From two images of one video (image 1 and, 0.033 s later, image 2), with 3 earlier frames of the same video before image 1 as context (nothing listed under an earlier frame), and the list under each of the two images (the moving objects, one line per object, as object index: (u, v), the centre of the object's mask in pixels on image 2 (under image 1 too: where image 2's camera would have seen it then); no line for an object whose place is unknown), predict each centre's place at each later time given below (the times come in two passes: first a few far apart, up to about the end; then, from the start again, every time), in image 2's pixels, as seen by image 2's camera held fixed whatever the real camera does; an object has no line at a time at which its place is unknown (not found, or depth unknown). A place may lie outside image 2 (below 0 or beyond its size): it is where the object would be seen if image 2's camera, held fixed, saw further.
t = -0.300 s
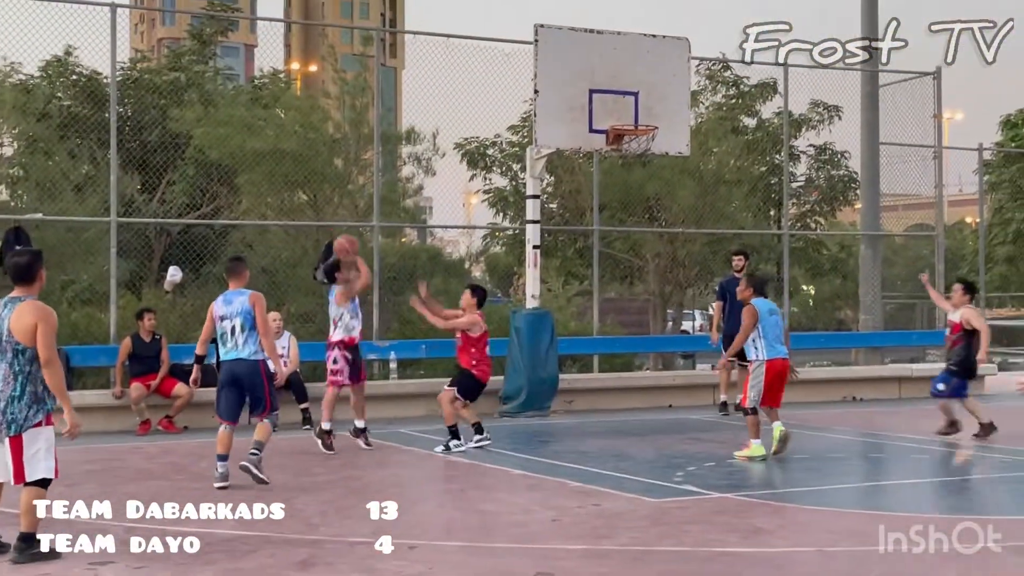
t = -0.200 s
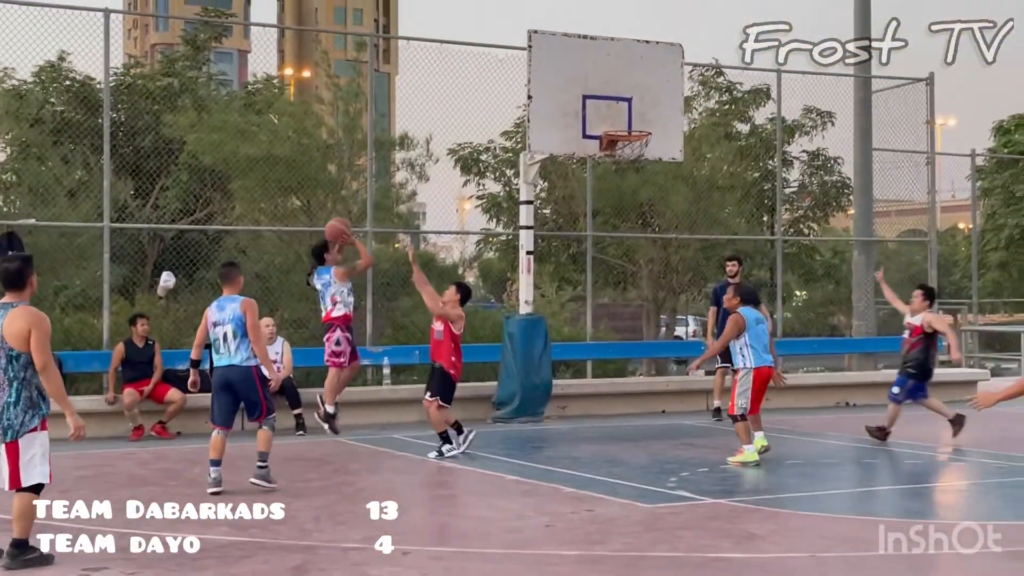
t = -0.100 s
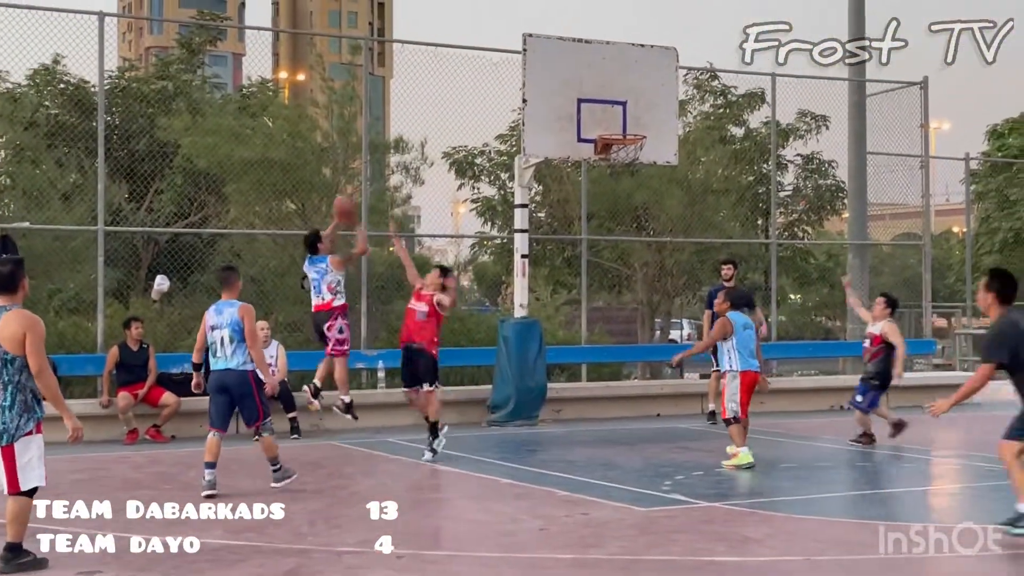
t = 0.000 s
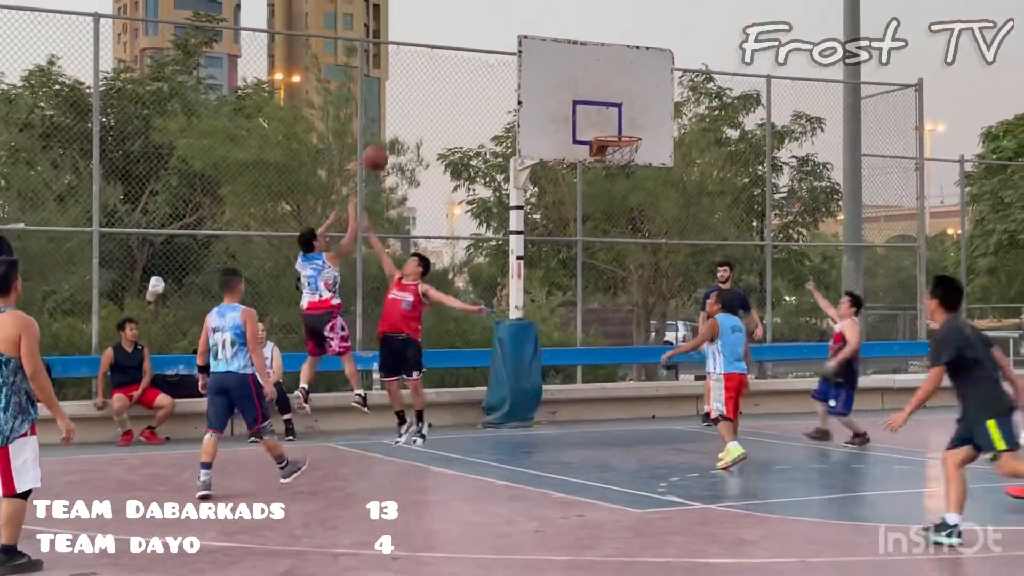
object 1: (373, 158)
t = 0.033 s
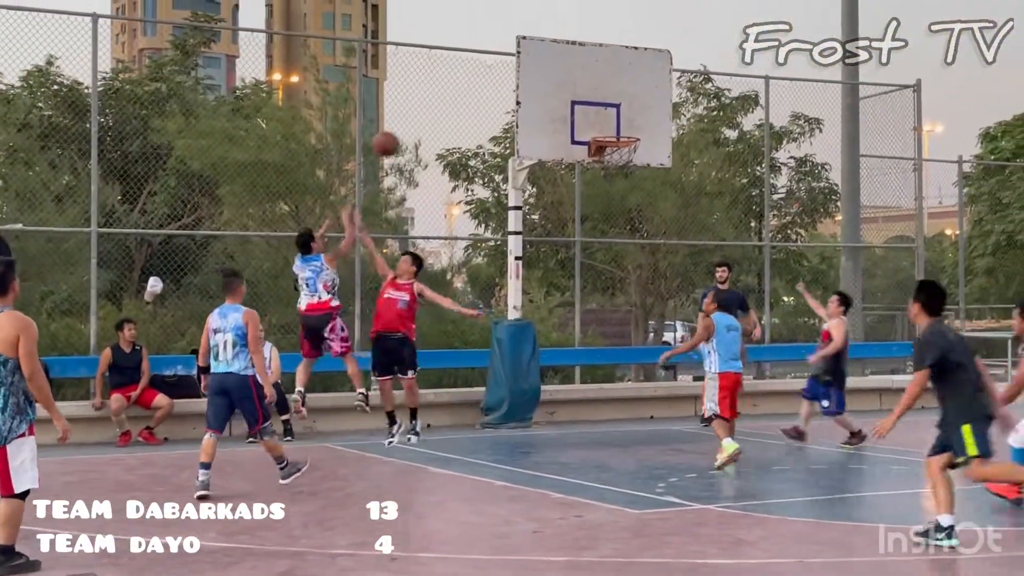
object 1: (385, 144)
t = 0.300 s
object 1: (476, 71)
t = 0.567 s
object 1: (558, 77)
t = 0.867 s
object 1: (625, 133)
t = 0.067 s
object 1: (397, 131)
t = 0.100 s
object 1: (409, 118)
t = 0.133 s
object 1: (420, 107)
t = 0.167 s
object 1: (431, 97)
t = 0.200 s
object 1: (442, 89)
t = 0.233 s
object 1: (454, 82)
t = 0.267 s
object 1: (465, 76)
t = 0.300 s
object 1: (476, 71)
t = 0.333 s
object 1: (486, 68)
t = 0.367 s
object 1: (497, 66)
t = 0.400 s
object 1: (507, 65)
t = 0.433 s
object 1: (517, 65)
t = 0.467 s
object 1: (528, 66)
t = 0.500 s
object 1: (538, 69)
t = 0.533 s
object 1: (548, 72)
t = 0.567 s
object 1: (558, 77)
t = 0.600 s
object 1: (567, 83)
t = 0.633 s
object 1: (577, 89)
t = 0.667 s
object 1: (587, 98)
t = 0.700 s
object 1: (596, 107)
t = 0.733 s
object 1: (605, 117)
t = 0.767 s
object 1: (614, 127)
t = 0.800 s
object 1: (622, 130)
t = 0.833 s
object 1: (628, 134)
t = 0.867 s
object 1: (625, 133)
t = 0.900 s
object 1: (620, 131)
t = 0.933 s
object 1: (615, 131)
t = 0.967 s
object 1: (611, 126)
